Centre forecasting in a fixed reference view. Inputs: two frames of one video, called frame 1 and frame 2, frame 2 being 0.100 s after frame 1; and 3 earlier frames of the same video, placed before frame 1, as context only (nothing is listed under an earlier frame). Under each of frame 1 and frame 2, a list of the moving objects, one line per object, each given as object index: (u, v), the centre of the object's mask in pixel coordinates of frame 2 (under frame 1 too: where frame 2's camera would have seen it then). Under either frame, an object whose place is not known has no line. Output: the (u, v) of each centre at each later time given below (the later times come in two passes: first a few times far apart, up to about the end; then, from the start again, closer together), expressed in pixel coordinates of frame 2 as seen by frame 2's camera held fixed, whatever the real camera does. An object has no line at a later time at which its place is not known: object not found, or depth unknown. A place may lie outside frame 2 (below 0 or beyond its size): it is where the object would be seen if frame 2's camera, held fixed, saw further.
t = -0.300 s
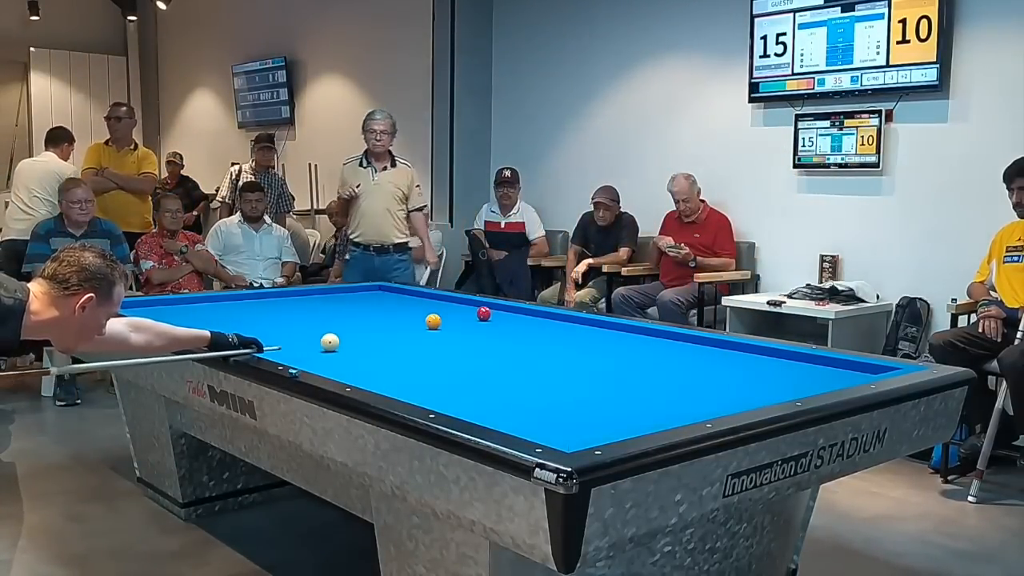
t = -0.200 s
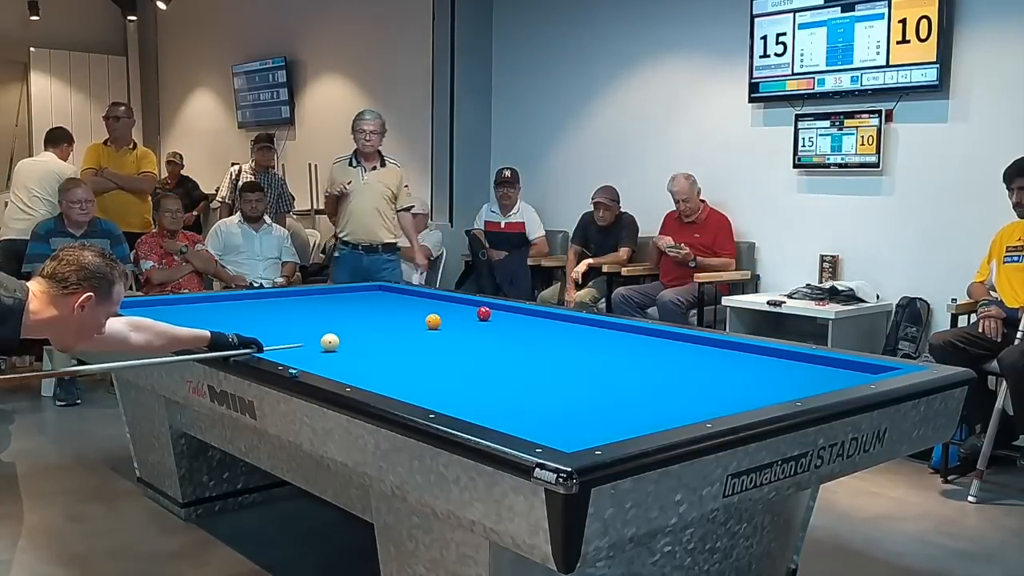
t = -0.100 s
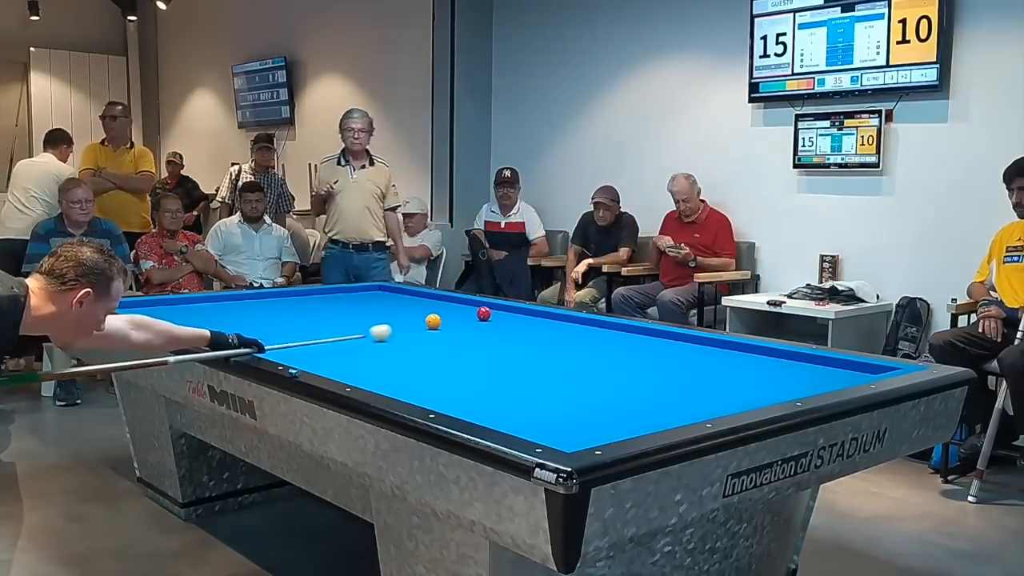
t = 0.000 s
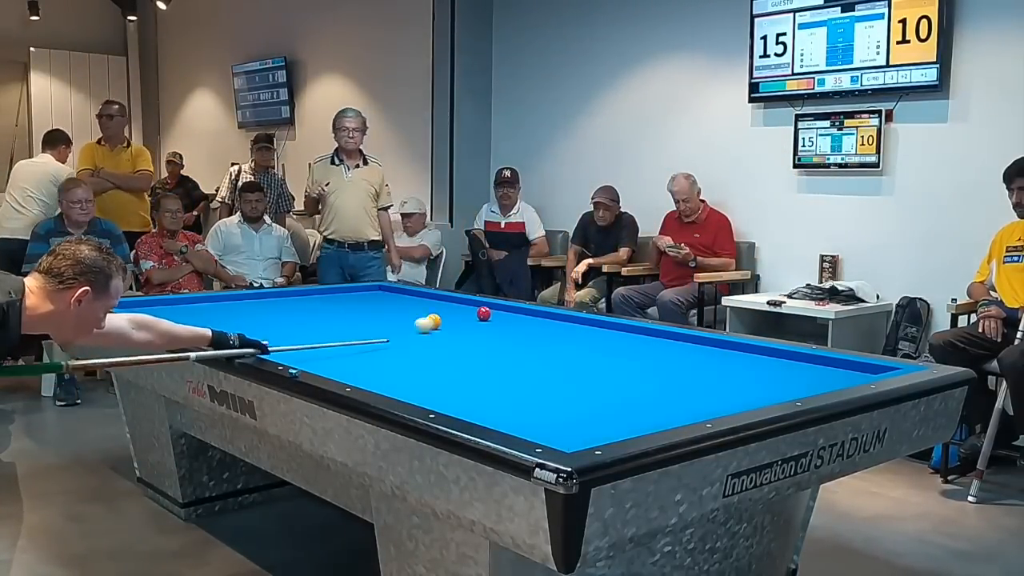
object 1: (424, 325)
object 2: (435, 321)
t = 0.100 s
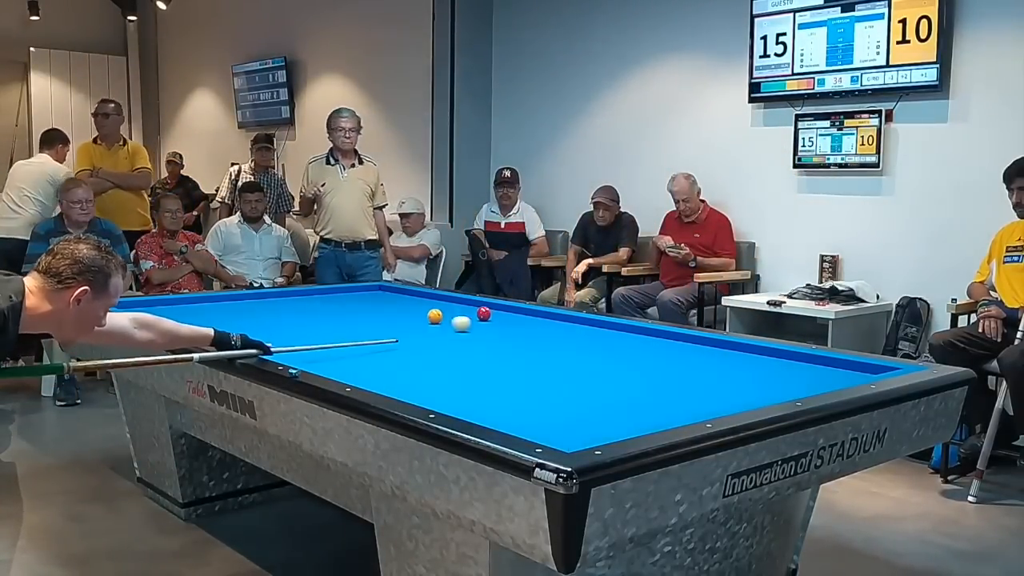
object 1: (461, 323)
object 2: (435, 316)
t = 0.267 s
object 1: (520, 323)
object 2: (438, 308)
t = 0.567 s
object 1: (589, 325)
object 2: (441, 297)
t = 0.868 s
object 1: (595, 339)
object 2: (393, 294)
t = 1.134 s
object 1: (606, 354)
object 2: (351, 291)
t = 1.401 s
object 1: (619, 371)
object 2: (322, 291)
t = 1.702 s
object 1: (636, 394)
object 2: (312, 295)
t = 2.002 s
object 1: (655, 418)
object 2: (301, 300)
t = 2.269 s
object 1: (555, 422)
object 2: (291, 304)
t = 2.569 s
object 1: (506, 412)
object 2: (279, 309)
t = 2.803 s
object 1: (504, 398)
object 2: (269, 313)
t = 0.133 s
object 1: (473, 323)
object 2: (436, 314)
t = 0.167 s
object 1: (485, 323)
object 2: (436, 313)
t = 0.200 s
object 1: (497, 323)
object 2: (437, 311)
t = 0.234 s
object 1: (508, 323)
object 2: (437, 309)
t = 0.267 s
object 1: (520, 323)
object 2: (438, 308)
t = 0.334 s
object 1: (542, 322)
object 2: (439, 305)
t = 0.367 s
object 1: (553, 321)
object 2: (439, 304)
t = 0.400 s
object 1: (565, 321)
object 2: (439, 302)
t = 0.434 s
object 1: (576, 320)
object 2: (439, 301)
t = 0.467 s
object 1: (586, 320)
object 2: (440, 300)
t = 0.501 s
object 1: (591, 321)
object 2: (440, 299)
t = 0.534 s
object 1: (590, 323)
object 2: (440, 298)
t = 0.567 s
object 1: (589, 325)
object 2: (441, 297)
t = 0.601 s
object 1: (589, 326)
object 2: (440, 296)
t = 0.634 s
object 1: (589, 328)
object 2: (434, 295)
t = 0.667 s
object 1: (589, 330)
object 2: (427, 295)
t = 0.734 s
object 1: (591, 333)
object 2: (415, 295)
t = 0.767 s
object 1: (592, 334)
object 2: (409, 295)
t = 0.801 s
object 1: (593, 336)
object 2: (403, 294)
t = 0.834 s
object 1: (594, 338)
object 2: (398, 294)
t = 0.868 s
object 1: (595, 339)
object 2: (393, 294)
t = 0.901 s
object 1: (596, 341)
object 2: (388, 293)
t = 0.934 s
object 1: (598, 342)
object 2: (382, 293)
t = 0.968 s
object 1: (599, 344)
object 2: (377, 293)
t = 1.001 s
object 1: (600, 346)
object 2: (372, 292)
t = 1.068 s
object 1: (603, 350)
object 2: (362, 292)
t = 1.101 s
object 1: (604, 352)
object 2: (357, 291)
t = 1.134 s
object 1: (606, 354)
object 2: (351, 291)
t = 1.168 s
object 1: (607, 355)
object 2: (347, 291)
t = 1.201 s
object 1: (609, 357)
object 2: (341, 290)
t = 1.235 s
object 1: (610, 360)
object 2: (337, 290)
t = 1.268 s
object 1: (612, 362)
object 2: (331, 290)
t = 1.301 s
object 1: (613, 364)
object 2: (326, 290)
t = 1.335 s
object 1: (615, 366)
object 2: (323, 290)
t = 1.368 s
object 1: (617, 368)
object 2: (323, 290)
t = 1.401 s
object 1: (619, 371)
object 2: (322, 291)
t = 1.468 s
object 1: (622, 375)
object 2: (320, 291)
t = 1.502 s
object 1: (624, 378)
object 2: (319, 292)
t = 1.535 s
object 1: (626, 380)
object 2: (318, 293)
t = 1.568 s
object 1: (628, 383)
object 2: (317, 293)
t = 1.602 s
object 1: (630, 386)
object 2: (316, 293)
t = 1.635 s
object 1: (632, 388)
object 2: (314, 294)
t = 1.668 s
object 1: (634, 391)
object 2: (313, 295)
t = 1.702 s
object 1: (636, 394)
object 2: (312, 295)
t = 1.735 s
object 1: (638, 397)
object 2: (311, 296)
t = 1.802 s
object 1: (643, 403)
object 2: (308, 296)
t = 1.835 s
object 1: (645, 406)
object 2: (307, 297)
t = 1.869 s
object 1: (648, 410)
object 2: (306, 298)
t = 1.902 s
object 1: (650, 412)
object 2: (305, 298)
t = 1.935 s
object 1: (653, 414)
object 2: (304, 299)
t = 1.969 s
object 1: (655, 416)
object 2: (302, 299)
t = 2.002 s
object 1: (655, 418)
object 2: (301, 300)
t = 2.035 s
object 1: (641, 419)
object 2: (300, 300)
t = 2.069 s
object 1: (628, 420)
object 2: (299, 301)
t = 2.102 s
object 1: (615, 421)
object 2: (298, 301)
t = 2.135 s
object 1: (603, 422)
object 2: (296, 302)
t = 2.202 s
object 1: (579, 422)
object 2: (293, 303)
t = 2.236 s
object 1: (567, 422)
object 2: (292, 303)
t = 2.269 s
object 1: (555, 422)
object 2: (291, 304)
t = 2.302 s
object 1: (543, 422)
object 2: (290, 304)
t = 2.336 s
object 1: (531, 421)
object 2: (289, 305)
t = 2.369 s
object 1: (519, 420)
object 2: (287, 306)
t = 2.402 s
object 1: (508, 419)
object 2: (286, 306)
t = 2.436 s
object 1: (506, 417)
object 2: (284, 307)
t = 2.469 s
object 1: (507, 416)
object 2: (283, 307)
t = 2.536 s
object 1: (507, 413)
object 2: (280, 308)
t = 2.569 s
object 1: (506, 412)
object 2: (279, 309)
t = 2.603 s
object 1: (506, 410)
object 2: (277, 309)
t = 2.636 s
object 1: (506, 408)
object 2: (276, 310)
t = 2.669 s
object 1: (505, 406)
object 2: (275, 311)
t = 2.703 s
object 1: (505, 404)
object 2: (273, 311)
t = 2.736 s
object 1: (504, 402)
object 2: (272, 312)
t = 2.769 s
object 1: (504, 400)
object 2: (270, 312)
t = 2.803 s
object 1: (504, 398)
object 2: (269, 313)
